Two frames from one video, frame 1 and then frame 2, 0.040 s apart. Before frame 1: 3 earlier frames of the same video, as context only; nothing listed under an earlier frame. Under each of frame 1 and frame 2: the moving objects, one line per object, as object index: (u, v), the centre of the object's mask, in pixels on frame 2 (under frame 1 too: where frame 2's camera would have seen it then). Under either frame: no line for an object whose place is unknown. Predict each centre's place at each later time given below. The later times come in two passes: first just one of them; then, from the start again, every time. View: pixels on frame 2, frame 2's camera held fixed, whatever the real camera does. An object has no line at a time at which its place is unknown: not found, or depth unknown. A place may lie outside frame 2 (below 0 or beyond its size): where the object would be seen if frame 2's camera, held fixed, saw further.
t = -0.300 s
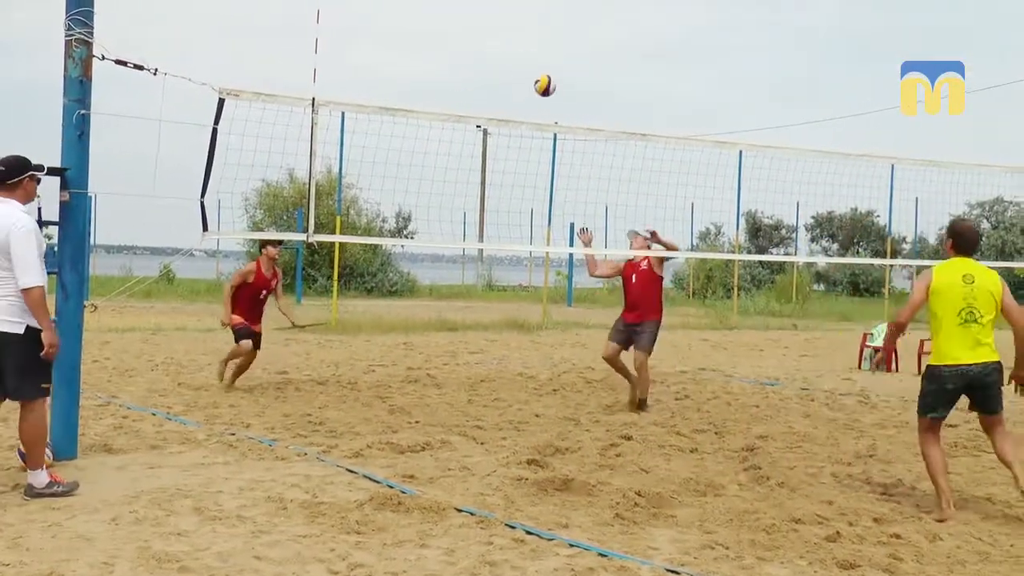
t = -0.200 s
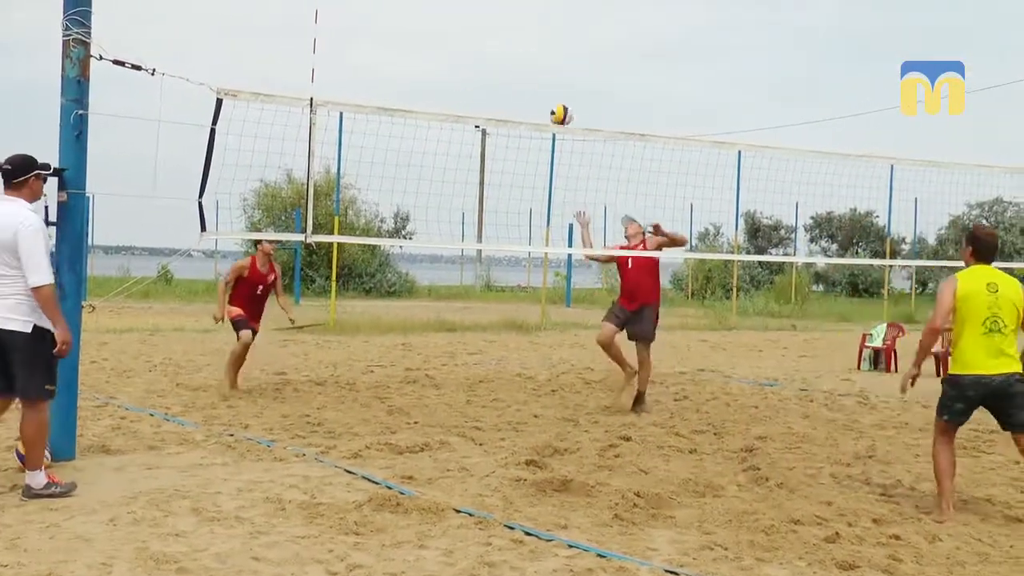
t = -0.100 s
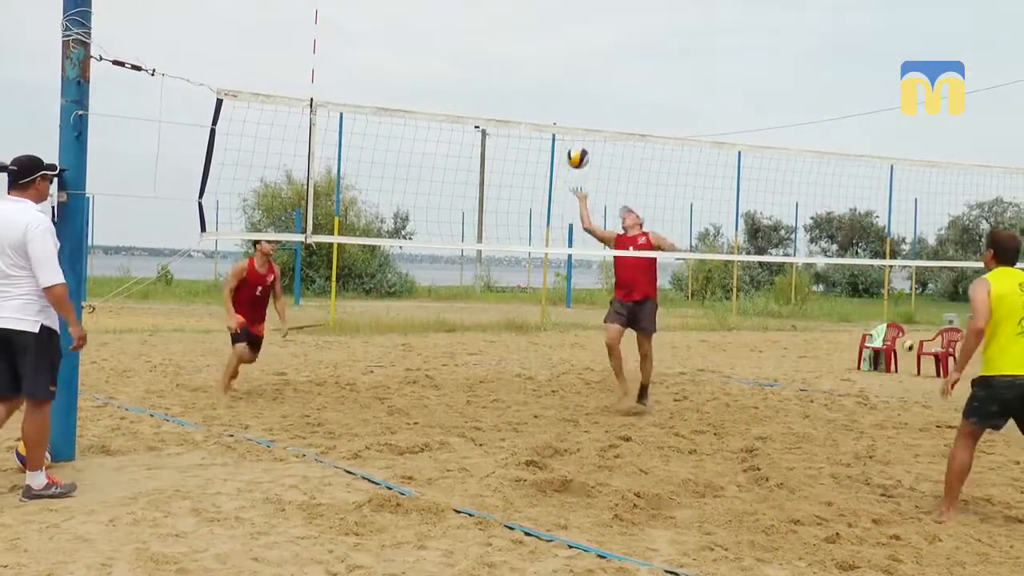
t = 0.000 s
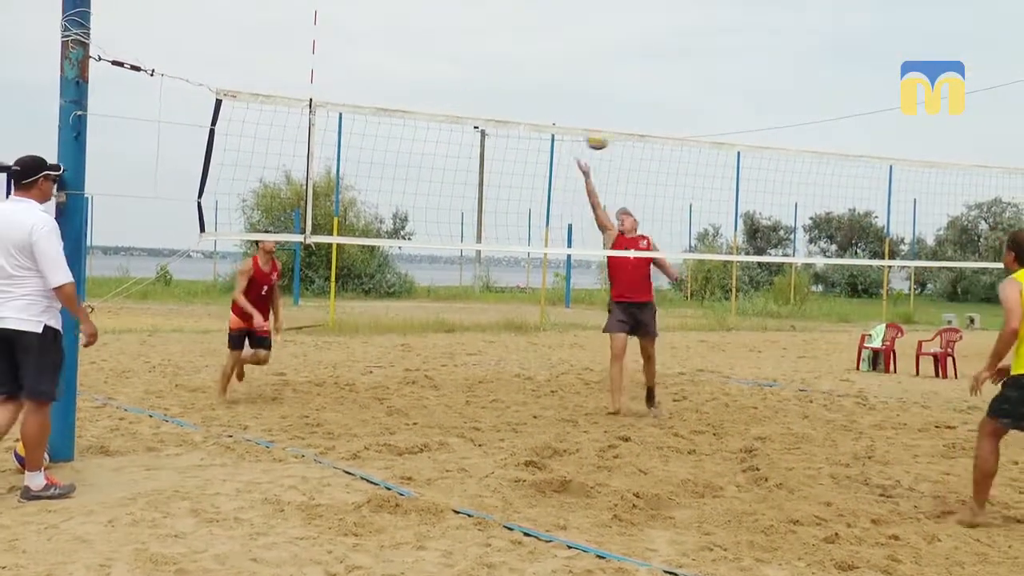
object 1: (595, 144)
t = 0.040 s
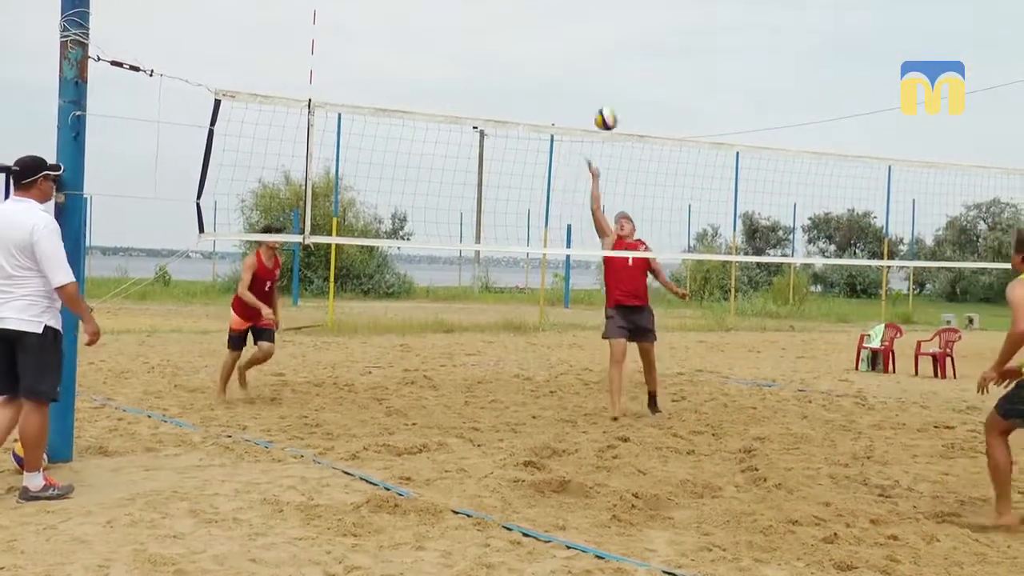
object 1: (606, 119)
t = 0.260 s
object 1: (670, 35)
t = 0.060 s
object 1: (611, 110)
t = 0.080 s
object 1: (616, 101)
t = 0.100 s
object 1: (622, 92)
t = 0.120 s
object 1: (626, 83)
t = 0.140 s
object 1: (633, 74)
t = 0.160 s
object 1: (638, 69)
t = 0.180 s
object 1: (644, 62)
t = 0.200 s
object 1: (650, 53)
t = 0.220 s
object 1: (657, 46)
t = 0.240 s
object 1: (662, 40)
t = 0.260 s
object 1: (670, 35)
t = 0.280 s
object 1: (675, 28)
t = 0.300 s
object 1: (681, 23)
